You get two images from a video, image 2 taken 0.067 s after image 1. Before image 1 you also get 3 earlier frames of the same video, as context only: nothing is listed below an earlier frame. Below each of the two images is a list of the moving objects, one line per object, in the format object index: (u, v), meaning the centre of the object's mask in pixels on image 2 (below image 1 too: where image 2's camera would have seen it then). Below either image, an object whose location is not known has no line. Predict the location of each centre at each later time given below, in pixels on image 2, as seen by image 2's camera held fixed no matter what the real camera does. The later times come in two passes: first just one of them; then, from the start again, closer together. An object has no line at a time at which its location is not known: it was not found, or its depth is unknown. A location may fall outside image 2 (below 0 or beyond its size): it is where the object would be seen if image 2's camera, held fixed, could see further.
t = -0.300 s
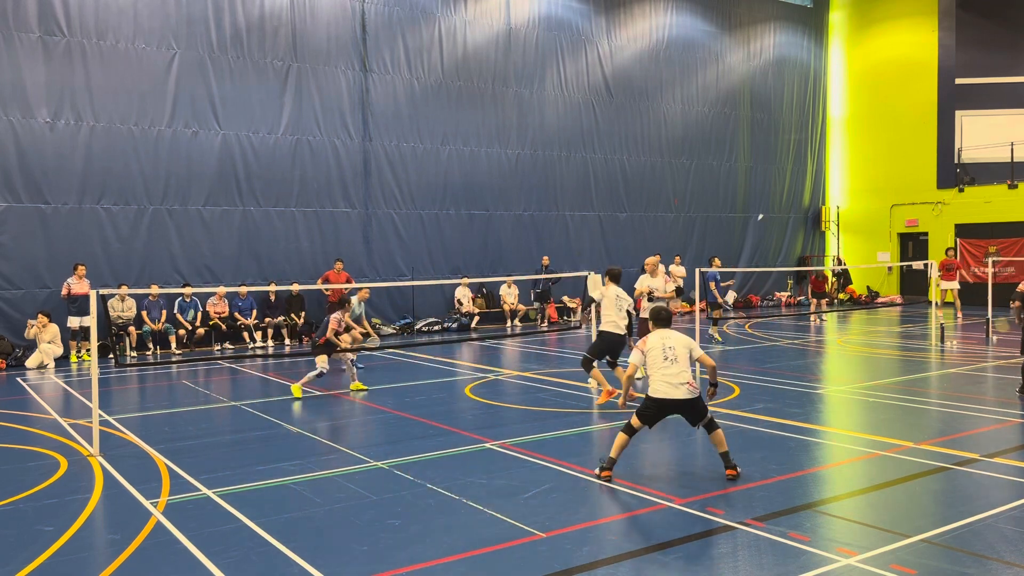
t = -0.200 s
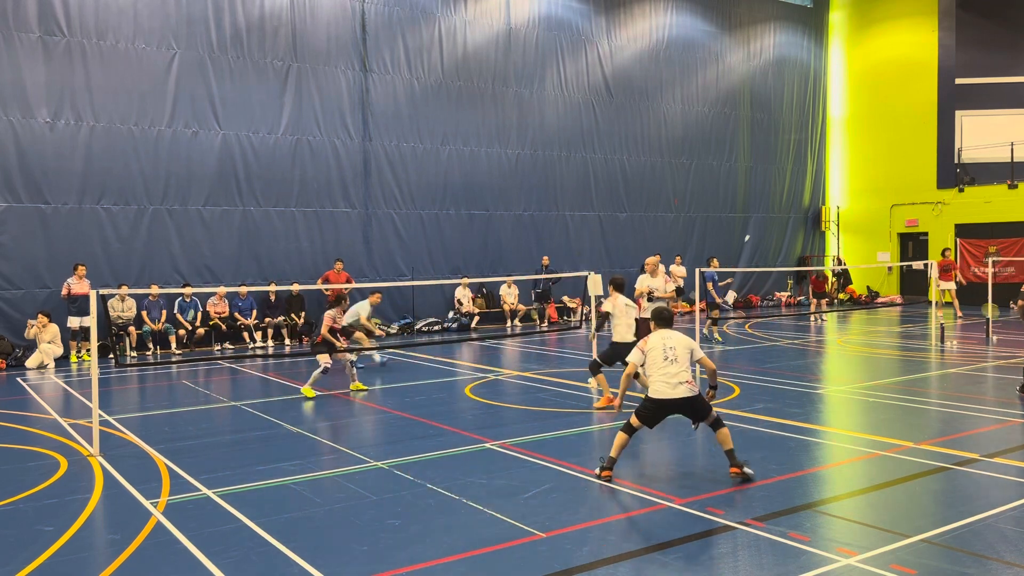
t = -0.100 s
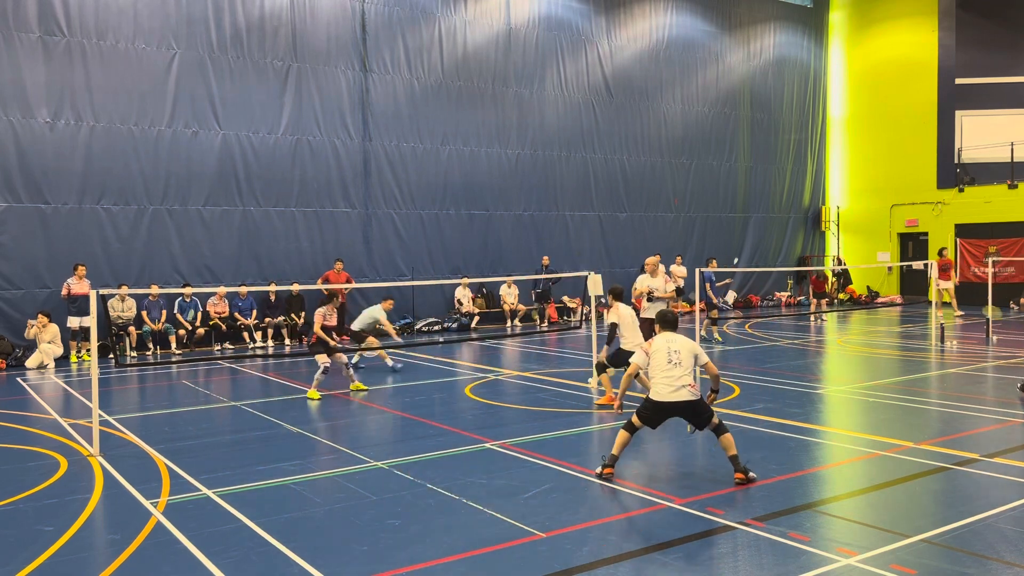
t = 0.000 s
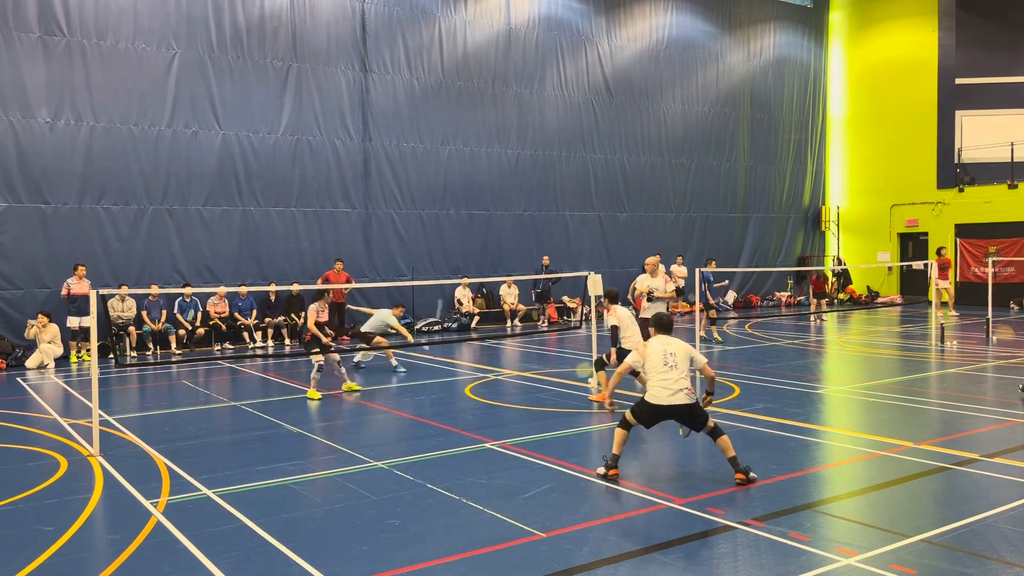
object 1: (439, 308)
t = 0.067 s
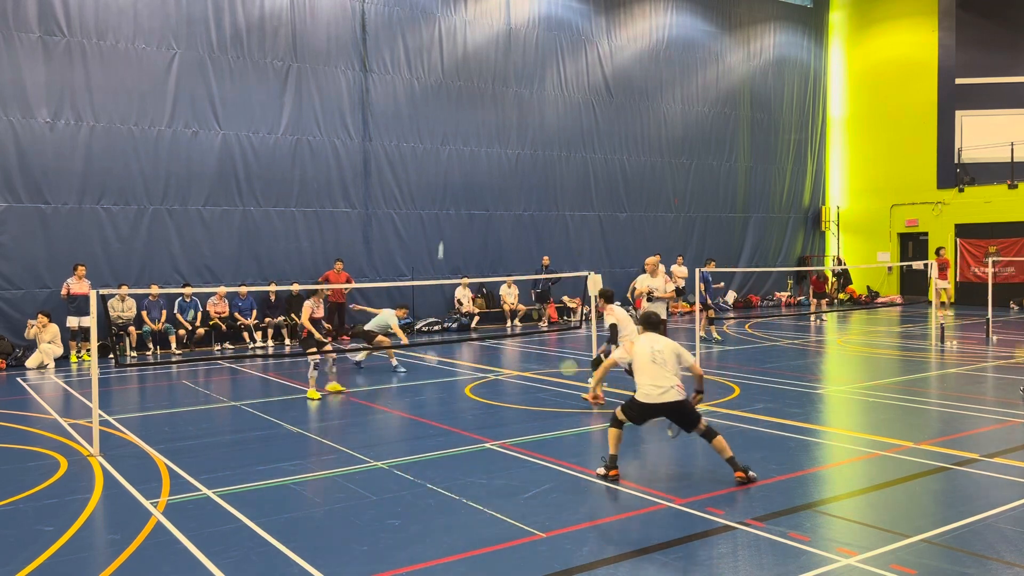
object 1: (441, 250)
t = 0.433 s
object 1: (451, 39)
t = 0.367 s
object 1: (449, 66)
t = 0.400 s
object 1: (450, 52)
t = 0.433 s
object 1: (451, 39)
